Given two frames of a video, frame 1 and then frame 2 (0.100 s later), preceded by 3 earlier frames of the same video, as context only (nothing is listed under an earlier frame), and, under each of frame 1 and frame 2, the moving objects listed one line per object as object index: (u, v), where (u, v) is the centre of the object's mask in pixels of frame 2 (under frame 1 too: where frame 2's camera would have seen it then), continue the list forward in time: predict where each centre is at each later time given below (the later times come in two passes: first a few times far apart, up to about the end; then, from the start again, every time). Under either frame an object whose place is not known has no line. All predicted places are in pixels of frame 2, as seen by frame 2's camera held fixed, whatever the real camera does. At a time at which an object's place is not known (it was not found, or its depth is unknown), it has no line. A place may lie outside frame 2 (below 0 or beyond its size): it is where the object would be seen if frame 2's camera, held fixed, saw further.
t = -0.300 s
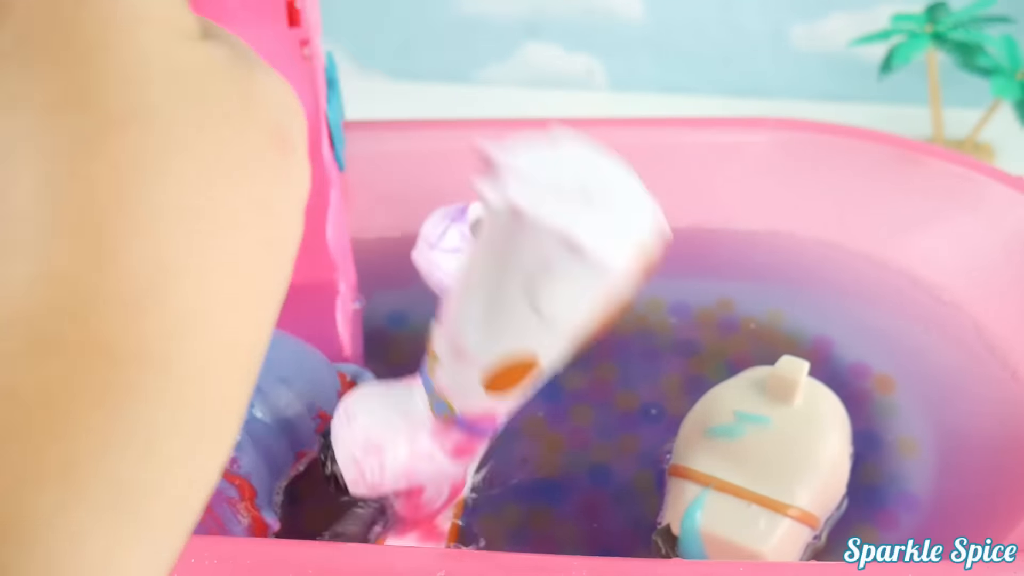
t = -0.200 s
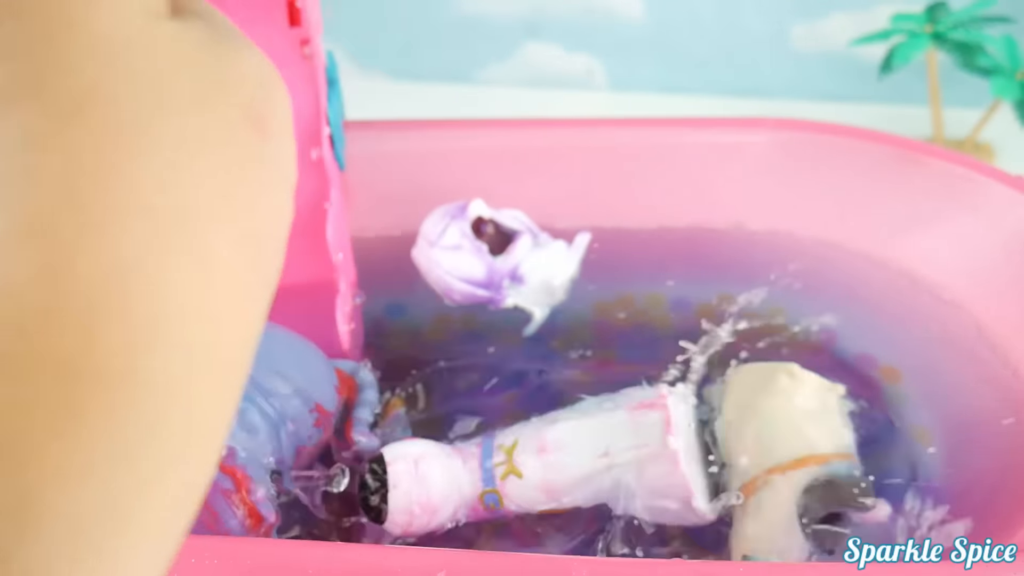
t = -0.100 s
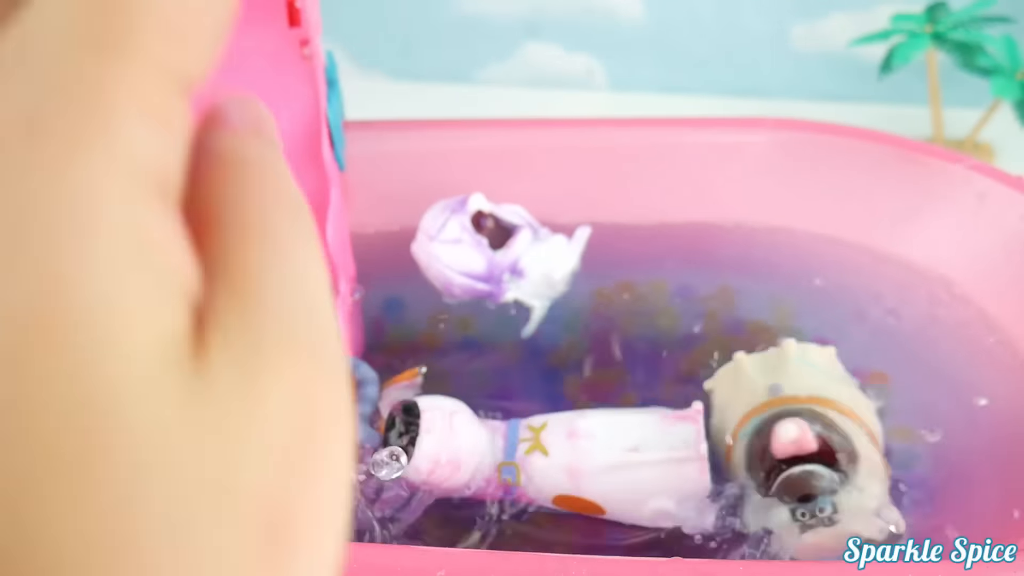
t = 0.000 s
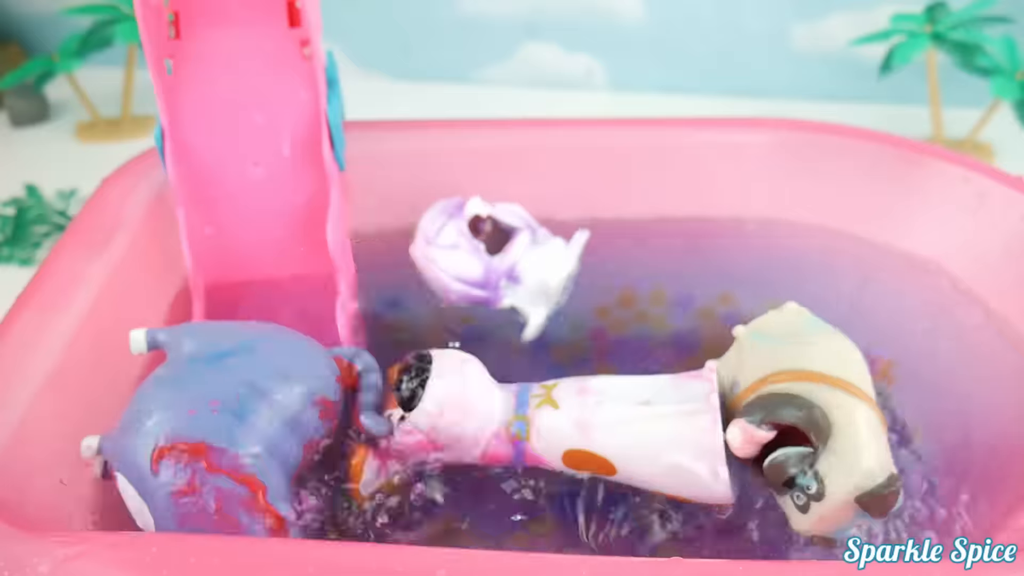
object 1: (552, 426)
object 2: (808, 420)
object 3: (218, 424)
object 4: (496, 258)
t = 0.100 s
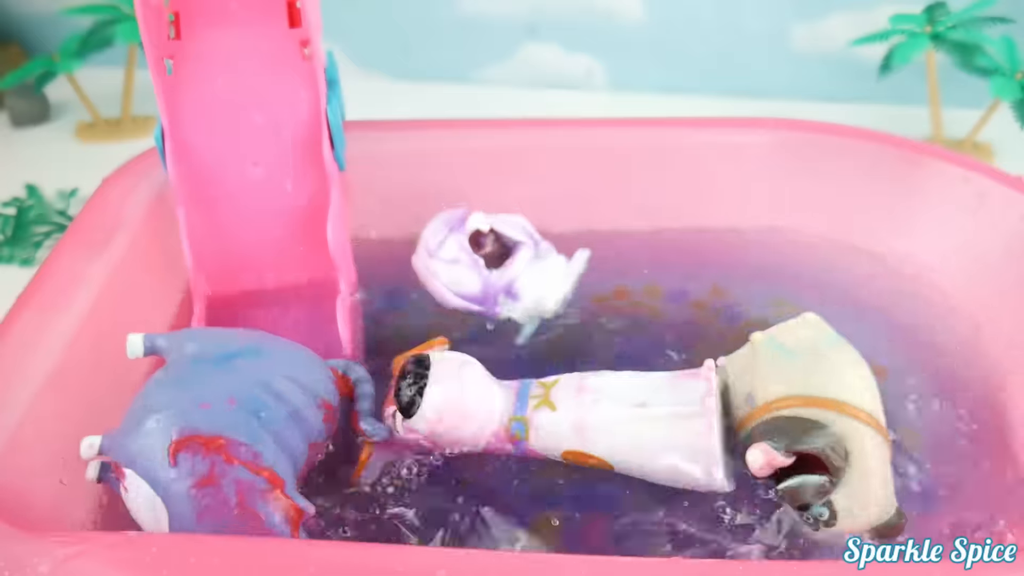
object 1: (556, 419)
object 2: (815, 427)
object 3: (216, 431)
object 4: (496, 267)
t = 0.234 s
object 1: (557, 407)
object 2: (845, 422)
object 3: (212, 436)
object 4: (500, 261)
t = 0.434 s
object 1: (535, 397)
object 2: (891, 391)
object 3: (217, 432)
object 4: (498, 261)
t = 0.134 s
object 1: (566, 416)
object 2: (819, 427)
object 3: (216, 434)
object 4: (496, 268)
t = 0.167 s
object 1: (566, 414)
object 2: (826, 429)
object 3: (215, 436)
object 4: (497, 268)
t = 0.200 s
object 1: (562, 411)
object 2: (835, 430)
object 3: (214, 437)
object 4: (499, 264)
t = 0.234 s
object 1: (557, 407)
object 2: (845, 422)
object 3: (212, 436)
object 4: (500, 261)
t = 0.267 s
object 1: (551, 406)
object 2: (855, 419)
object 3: (208, 434)
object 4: (500, 259)
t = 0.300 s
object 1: (545, 404)
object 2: (866, 412)
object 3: (207, 433)
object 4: (498, 259)
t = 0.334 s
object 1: (540, 403)
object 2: (875, 402)
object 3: (207, 431)
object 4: (498, 260)
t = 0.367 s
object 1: (536, 402)
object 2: (882, 396)
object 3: (208, 430)
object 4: (498, 261)
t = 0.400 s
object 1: (534, 400)
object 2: (887, 393)
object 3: (211, 431)
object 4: (498, 261)
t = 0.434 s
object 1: (535, 397)
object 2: (891, 391)
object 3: (217, 432)
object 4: (498, 261)
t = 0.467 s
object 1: (536, 394)
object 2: (895, 389)
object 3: (222, 432)
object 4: (498, 260)
